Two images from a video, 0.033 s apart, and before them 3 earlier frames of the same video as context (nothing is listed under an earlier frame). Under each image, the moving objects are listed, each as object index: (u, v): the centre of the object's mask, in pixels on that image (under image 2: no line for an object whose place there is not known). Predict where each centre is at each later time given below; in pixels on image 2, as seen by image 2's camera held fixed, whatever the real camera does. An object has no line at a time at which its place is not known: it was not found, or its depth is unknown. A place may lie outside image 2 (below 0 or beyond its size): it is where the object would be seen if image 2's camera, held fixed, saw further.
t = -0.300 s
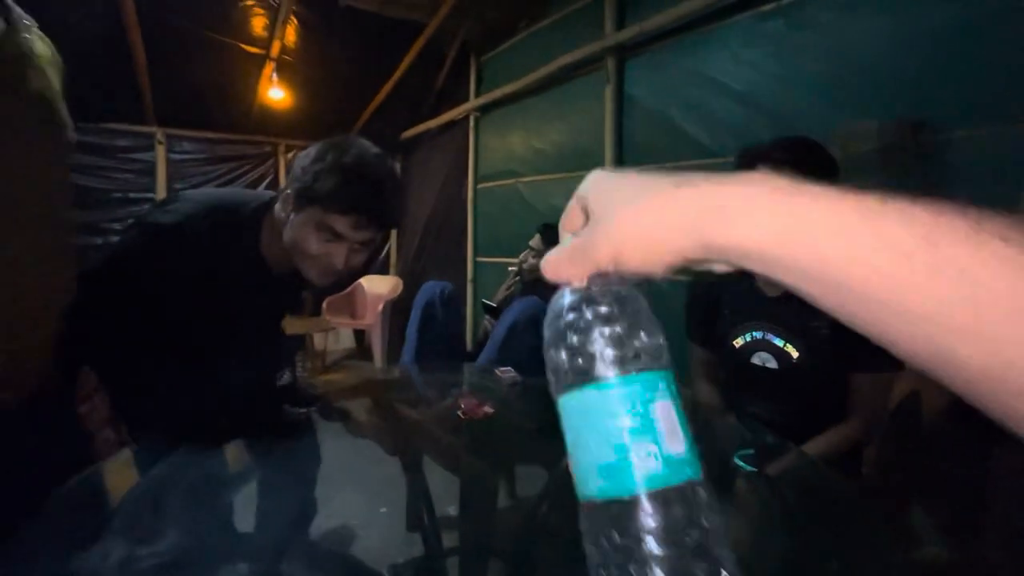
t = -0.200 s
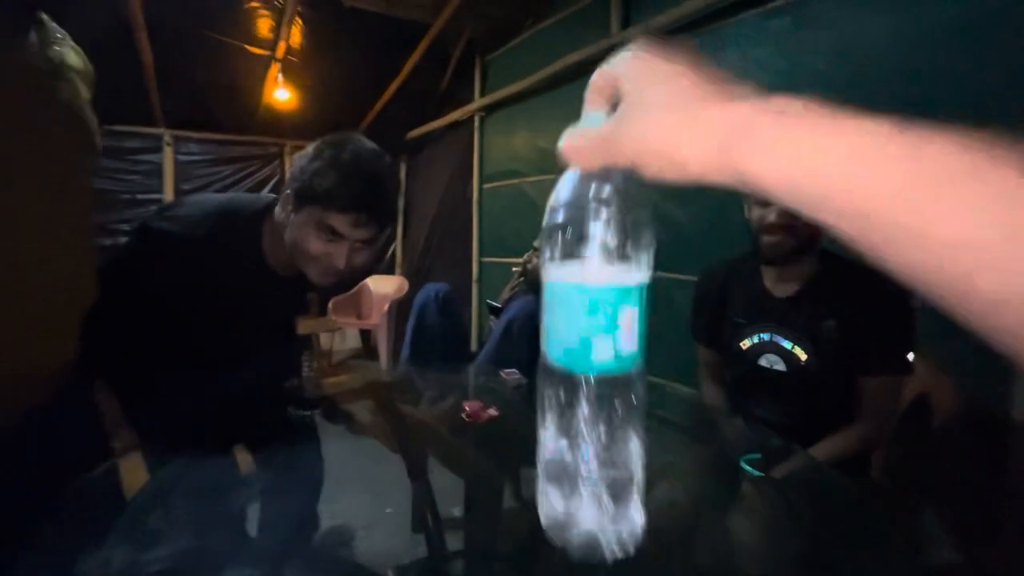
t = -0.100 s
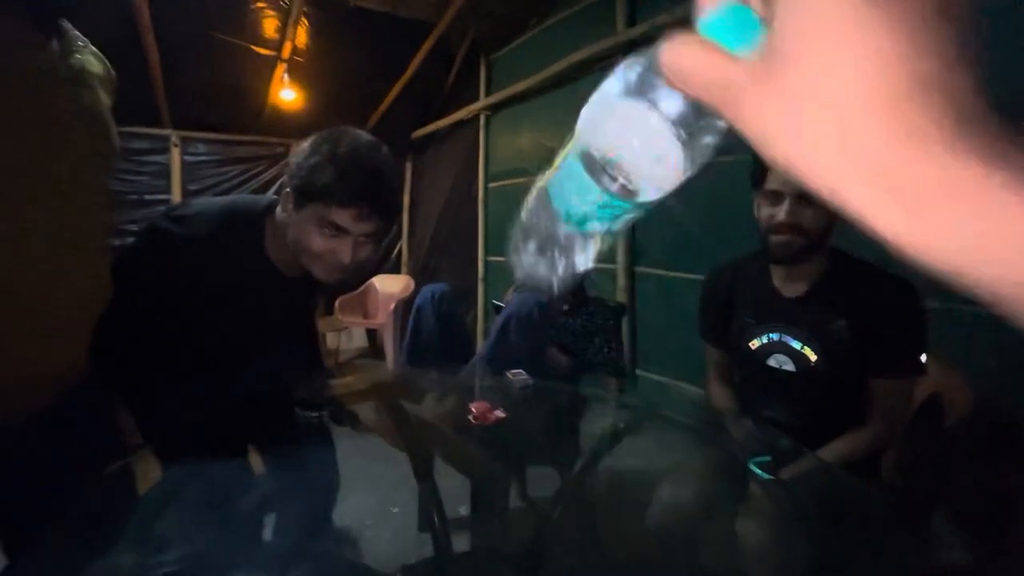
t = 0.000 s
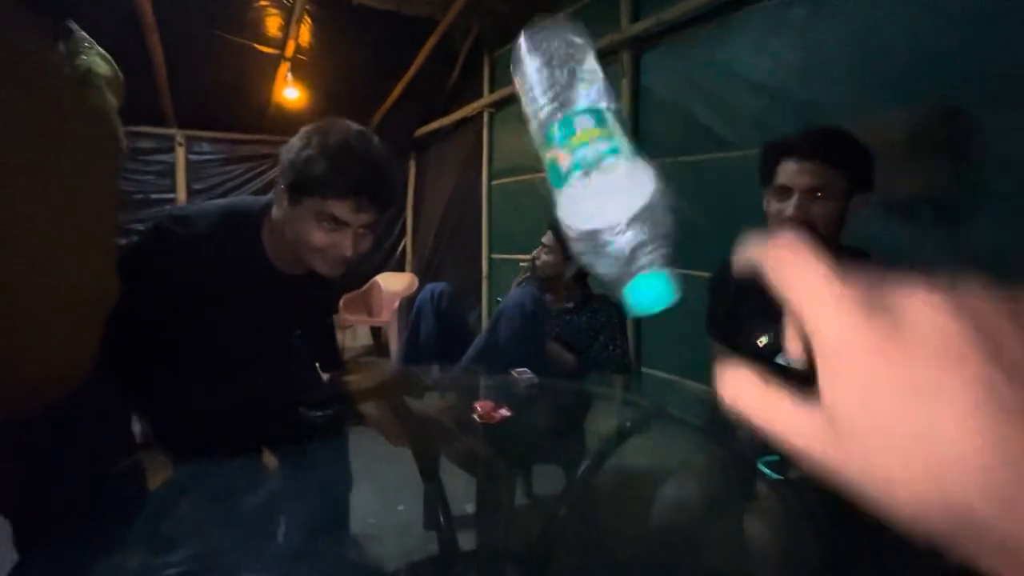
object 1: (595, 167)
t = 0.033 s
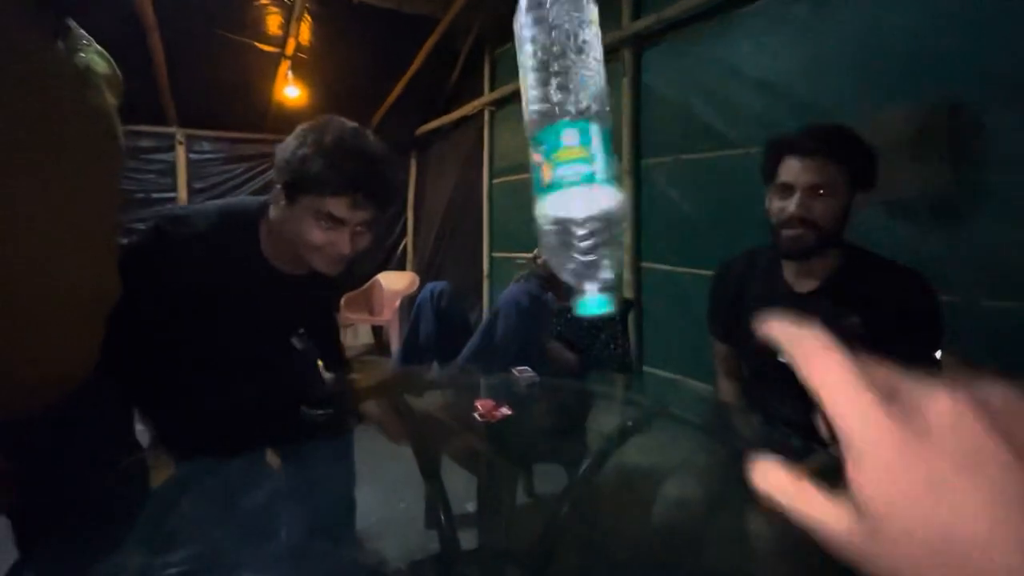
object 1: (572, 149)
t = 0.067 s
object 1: (556, 137)
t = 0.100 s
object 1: (545, 122)
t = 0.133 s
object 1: (541, 108)
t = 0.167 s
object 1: (544, 97)
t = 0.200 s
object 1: (549, 113)
